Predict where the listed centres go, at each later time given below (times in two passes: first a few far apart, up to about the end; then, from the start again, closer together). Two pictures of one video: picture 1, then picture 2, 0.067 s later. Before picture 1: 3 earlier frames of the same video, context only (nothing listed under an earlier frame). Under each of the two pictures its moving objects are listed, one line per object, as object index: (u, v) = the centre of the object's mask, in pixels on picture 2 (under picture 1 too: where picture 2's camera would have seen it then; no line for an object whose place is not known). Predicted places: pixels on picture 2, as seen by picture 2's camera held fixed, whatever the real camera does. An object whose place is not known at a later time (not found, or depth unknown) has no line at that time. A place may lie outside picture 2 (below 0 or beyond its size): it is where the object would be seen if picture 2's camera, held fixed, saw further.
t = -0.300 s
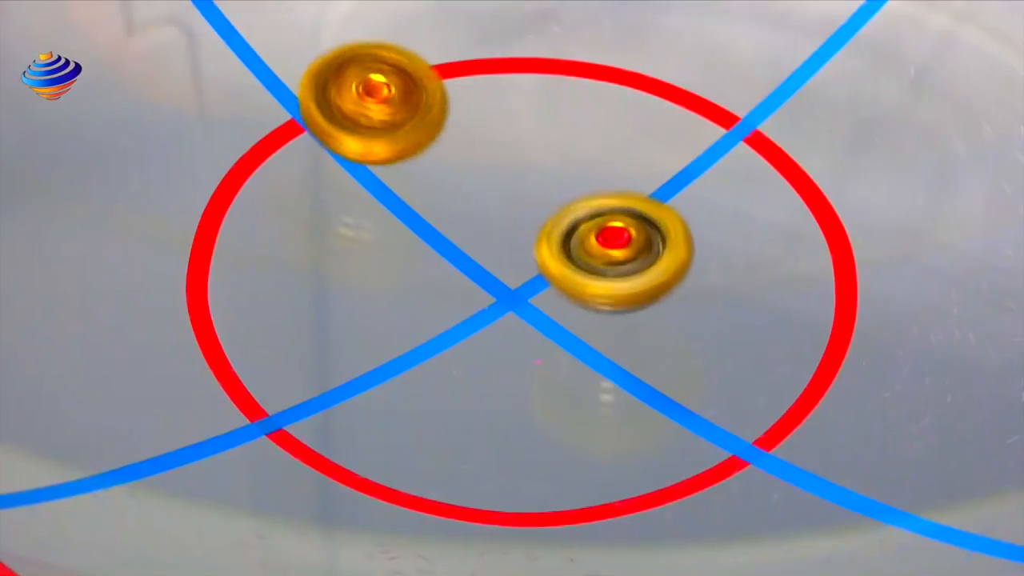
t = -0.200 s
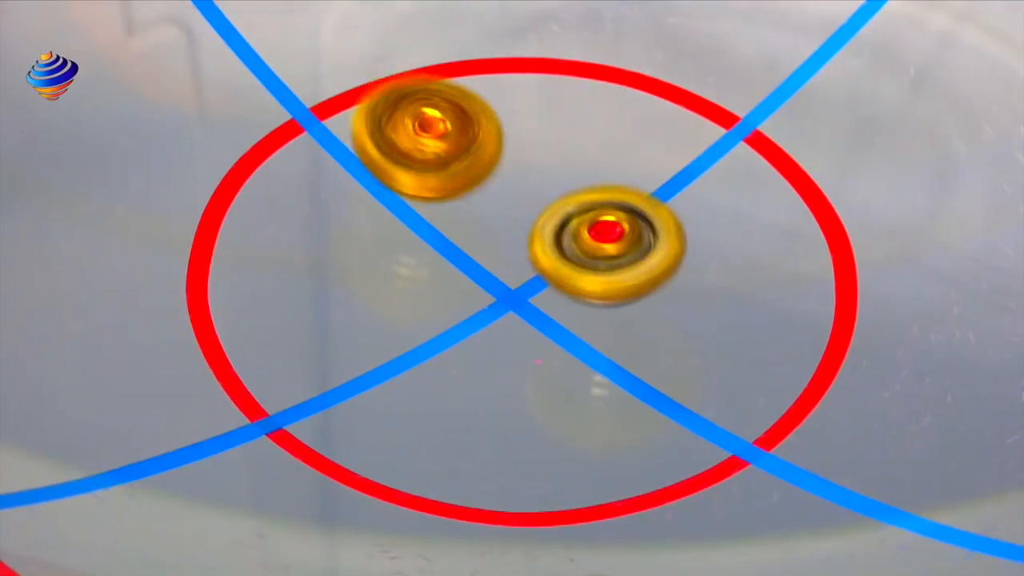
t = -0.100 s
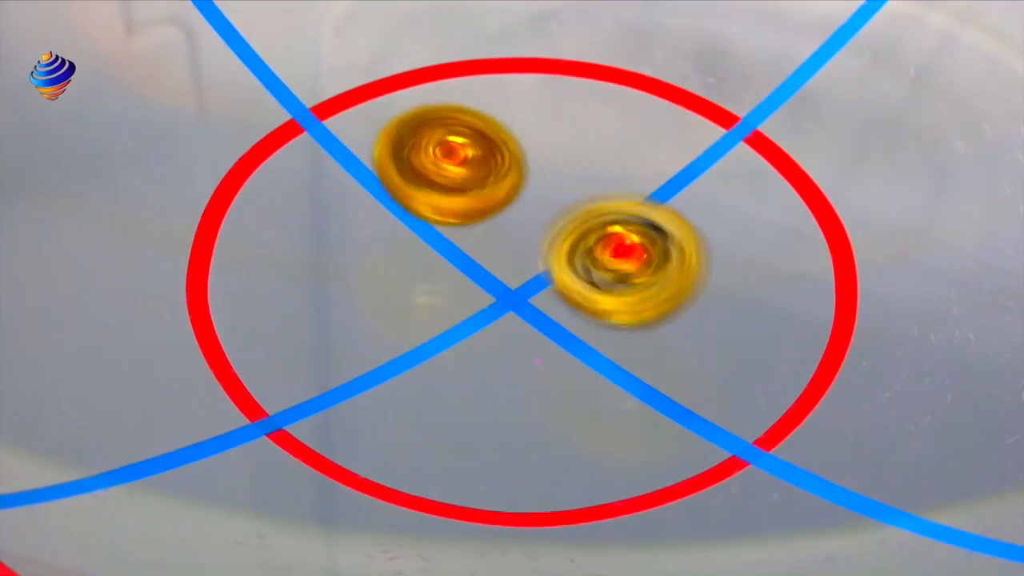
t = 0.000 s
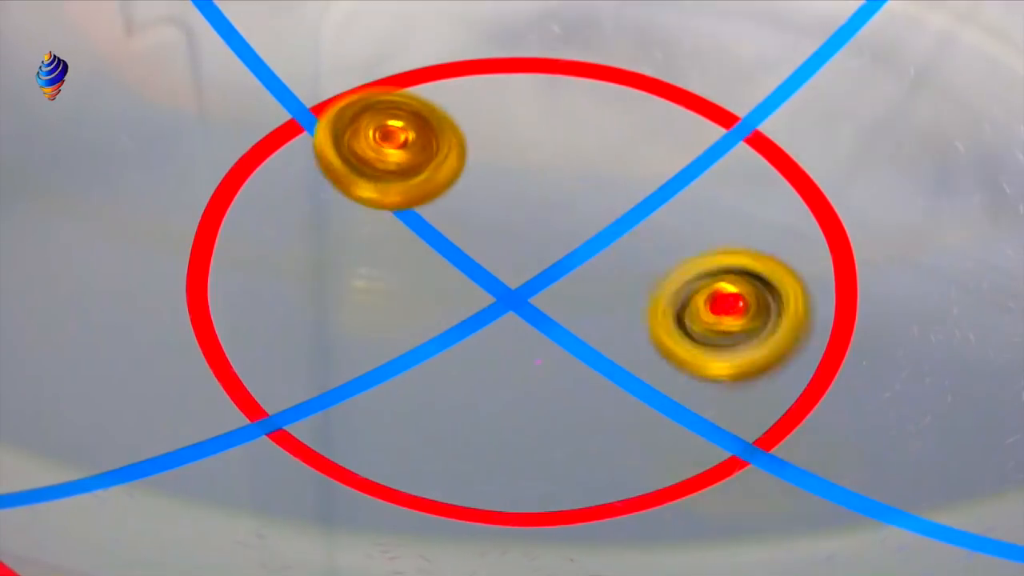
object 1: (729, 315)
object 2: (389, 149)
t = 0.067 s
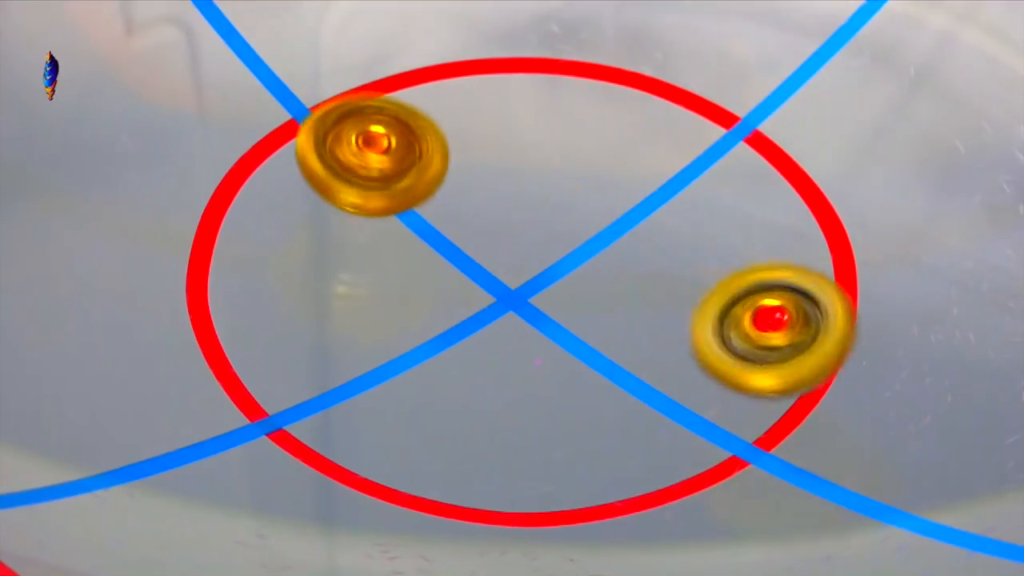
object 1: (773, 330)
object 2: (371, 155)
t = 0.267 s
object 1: (793, 319)
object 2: (396, 214)
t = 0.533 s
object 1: (653, 283)
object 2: (469, 292)
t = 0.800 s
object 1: (584, 277)
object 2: (419, 305)
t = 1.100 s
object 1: (583, 184)
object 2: (339, 286)
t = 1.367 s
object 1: (578, 101)
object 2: (379, 307)
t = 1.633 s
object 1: (513, 89)
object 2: (471, 318)
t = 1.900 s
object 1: (479, 214)
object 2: (628, 299)
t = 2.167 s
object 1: (548, 295)
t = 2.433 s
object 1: (546, 261)
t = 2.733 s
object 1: (347, 196)
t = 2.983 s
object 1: (306, 240)
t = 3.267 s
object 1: (506, 269)
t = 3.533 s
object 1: (675, 204)
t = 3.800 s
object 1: (612, 132)
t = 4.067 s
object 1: (459, 201)
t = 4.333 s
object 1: (439, 289)
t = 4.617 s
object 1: (486, 255)
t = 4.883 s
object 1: (372, 153)
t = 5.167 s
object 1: (357, 179)
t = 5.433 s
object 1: (473, 309)
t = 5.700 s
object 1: (670, 286)
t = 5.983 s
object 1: (629, 169)
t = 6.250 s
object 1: (441, 181)
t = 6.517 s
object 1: (400, 295)
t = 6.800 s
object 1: (563, 318)
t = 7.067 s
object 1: (625, 212)
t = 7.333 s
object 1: (587, 180)
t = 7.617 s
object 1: (493, 239)
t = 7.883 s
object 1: (640, 222)
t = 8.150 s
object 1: (656, 162)
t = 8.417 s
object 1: (553, 94)
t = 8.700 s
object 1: (392, 148)
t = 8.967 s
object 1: (345, 246)
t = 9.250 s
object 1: (301, 269)
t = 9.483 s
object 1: (442, 254)
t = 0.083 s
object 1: (780, 331)
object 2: (369, 158)
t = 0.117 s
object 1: (793, 333)
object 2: (368, 165)
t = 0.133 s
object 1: (797, 332)
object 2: (369, 170)
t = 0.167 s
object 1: (803, 331)
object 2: (372, 179)
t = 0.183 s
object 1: (802, 329)
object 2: (374, 185)
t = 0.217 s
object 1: (802, 326)
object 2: (381, 196)
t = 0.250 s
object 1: (797, 321)
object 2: (391, 208)
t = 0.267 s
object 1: (793, 319)
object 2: (396, 214)
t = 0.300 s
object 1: (782, 313)
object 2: (407, 225)
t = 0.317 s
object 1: (775, 311)
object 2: (414, 231)
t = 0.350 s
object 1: (760, 305)
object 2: (429, 243)
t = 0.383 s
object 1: (742, 299)
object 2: (442, 254)
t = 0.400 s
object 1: (731, 298)
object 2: (449, 259)
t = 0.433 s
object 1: (707, 294)
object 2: (463, 270)
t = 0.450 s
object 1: (693, 292)
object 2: (470, 274)
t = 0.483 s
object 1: (665, 289)
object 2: (485, 283)
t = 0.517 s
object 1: (651, 285)
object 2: (480, 289)
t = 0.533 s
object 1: (653, 283)
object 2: (469, 292)
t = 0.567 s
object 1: (653, 279)
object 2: (452, 297)
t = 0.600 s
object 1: (649, 278)
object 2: (436, 300)
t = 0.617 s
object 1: (647, 277)
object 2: (431, 302)
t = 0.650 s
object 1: (637, 276)
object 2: (421, 304)
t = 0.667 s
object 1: (633, 276)
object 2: (418, 305)
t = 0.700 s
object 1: (620, 276)
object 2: (414, 306)
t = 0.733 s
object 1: (609, 277)
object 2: (414, 307)
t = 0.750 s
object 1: (601, 277)
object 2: (417, 307)
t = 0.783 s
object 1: (588, 278)
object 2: (420, 306)
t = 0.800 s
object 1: (584, 277)
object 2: (419, 305)
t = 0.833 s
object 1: (603, 263)
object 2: (391, 311)
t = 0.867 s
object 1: (617, 250)
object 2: (368, 316)
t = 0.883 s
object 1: (621, 244)
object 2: (357, 317)
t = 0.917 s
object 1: (627, 231)
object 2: (342, 318)
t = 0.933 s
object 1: (627, 226)
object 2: (335, 317)
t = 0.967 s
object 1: (626, 215)
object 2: (328, 314)
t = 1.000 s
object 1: (619, 204)
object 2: (325, 309)
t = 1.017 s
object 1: (615, 201)
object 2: (324, 306)
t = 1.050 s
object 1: (604, 192)
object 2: (327, 299)
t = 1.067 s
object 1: (598, 190)
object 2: (330, 295)
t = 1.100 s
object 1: (583, 184)
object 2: (339, 286)
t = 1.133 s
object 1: (567, 181)
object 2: (355, 277)
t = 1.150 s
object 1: (558, 180)
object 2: (362, 272)
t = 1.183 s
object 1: (540, 179)
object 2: (384, 263)
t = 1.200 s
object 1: (530, 179)
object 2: (395, 259)
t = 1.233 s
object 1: (527, 171)
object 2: (401, 260)
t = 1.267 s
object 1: (548, 149)
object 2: (389, 274)
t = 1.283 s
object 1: (555, 140)
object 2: (384, 281)
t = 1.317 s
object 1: (568, 123)
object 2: (379, 292)
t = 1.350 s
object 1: (576, 107)
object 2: (380, 303)
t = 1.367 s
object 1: (578, 101)
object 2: (379, 307)
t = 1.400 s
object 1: (579, 90)
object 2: (385, 315)
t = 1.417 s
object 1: (578, 85)
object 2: (386, 318)
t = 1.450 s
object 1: (573, 78)
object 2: (396, 322)
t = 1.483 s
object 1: (565, 74)
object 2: (405, 325)
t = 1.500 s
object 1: (560, 72)
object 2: (412, 326)
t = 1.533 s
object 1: (549, 72)
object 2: (424, 326)
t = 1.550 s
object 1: (543, 73)
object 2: (432, 325)
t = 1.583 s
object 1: (531, 77)
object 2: (447, 323)
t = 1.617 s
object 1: (518, 83)
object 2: (463, 320)
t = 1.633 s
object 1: (513, 89)
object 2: (471, 318)
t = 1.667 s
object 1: (502, 101)
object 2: (488, 312)
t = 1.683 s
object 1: (498, 109)
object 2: (498, 310)
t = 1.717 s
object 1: (489, 125)
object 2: (515, 304)
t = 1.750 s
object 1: (484, 144)
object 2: (534, 297)
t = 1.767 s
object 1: (482, 155)
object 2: (541, 294)
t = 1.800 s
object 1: (482, 176)
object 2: (559, 288)
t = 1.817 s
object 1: (482, 185)
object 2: (569, 288)
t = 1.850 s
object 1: (479, 196)
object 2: (595, 293)
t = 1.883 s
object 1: (477, 207)
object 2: (617, 298)
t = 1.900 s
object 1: (479, 214)
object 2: (628, 299)
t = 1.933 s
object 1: (483, 229)
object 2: (645, 303)
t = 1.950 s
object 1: (488, 236)
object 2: (654, 304)
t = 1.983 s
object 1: (497, 250)
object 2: (667, 307)
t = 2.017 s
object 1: (510, 263)
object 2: (677, 309)
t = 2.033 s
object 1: (519, 269)
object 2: (682, 310)
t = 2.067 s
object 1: (531, 279)
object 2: (694, 312)
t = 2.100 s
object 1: (536, 286)
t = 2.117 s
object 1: (537, 288)
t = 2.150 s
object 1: (545, 293)
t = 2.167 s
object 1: (548, 295)
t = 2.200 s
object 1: (557, 297)
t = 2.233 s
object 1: (566, 298)
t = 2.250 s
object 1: (567, 297)
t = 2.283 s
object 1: (566, 294)
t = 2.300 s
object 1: (563, 291)
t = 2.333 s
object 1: (562, 284)
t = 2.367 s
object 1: (558, 278)
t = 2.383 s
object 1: (555, 273)
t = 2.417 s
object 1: (551, 266)
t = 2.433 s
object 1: (546, 261)
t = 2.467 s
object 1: (540, 253)
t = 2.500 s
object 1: (530, 246)
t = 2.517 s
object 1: (516, 239)
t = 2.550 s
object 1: (484, 226)
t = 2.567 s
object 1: (469, 222)
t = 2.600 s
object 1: (439, 211)
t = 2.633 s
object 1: (412, 204)
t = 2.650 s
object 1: (399, 202)
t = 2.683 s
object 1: (376, 198)
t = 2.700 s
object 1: (366, 197)
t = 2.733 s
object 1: (347, 196)
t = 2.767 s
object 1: (331, 197)
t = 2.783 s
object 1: (324, 199)
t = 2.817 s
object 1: (311, 203)
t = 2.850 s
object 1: (302, 208)
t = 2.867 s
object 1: (298, 211)
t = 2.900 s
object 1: (295, 218)
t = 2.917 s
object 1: (294, 222)
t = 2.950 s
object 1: (297, 231)
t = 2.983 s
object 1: (306, 240)
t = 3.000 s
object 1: (310, 244)
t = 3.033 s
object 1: (325, 252)
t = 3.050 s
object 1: (334, 256)
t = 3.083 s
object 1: (355, 262)
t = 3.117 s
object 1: (380, 266)
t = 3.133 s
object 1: (394, 267)
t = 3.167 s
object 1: (421, 268)
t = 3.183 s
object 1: (435, 268)
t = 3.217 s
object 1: (465, 264)
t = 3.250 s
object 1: (492, 267)
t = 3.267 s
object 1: (506, 269)
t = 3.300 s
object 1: (536, 270)
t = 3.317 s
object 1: (549, 270)
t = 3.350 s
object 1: (576, 266)
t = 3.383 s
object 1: (602, 258)
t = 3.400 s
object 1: (613, 254)
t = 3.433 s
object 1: (633, 243)
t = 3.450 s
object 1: (643, 238)
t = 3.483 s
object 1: (659, 225)
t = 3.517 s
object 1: (670, 211)
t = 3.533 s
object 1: (675, 204)
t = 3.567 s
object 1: (679, 191)
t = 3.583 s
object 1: (680, 184)
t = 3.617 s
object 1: (679, 171)
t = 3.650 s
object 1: (673, 160)
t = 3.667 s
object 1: (669, 155)
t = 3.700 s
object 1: (659, 146)
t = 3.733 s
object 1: (645, 139)
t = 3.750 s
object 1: (638, 136)
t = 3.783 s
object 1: (623, 133)
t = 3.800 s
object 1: (612, 132)
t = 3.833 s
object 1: (592, 132)
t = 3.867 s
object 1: (572, 135)
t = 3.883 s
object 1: (561, 138)
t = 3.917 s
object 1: (539, 144)
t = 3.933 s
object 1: (529, 149)
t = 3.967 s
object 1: (508, 161)
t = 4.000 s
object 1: (489, 174)
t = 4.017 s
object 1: (482, 182)
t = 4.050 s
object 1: (467, 196)
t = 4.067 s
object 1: (459, 201)
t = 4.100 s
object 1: (448, 212)
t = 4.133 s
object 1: (440, 224)
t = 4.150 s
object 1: (436, 231)
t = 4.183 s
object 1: (432, 245)
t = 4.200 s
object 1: (430, 251)
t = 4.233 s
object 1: (431, 265)
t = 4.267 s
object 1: (435, 279)
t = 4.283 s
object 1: (436, 282)
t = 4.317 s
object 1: (437, 287)
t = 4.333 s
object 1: (439, 289)
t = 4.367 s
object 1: (445, 293)
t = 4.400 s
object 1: (452, 296)
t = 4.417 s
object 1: (457, 297)
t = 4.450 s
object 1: (469, 298)
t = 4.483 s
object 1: (482, 297)
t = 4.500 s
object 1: (488, 296)
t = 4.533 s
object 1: (502, 292)
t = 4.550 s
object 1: (509, 290)
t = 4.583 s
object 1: (500, 274)
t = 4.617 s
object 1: (486, 255)
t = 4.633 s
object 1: (480, 246)
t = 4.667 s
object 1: (465, 230)
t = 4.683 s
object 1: (458, 222)
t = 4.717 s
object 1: (442, 205)
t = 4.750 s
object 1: (427, 192)
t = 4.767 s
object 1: (419, 185)
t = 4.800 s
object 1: (405, 174)
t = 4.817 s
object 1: (397, 168)
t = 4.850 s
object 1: (384, 159)
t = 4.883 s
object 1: (372, 153)
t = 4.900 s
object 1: (366, 151)
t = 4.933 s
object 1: (355, 147)
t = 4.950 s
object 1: (352, 146)
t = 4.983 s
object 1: (345, 146)
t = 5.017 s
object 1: (341, 147)
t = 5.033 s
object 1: (339, 149)
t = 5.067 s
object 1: (338, 154)
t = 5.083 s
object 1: (338, 156)
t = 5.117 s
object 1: (342, 164)
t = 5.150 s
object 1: (352, 174)
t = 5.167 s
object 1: (357, 179)
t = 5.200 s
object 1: (373, 189)
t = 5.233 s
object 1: (391, 198)
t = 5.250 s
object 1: (400, 204)
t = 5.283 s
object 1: (402, 228)
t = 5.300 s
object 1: (406, 240)
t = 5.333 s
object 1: (416, 263)
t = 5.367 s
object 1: (430, 282)
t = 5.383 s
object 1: (439, 290)
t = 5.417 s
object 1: (462, 304)
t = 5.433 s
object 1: (473, 309)
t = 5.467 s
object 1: (499, 318)
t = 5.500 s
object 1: (527, 322)
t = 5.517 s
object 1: (541, 324)
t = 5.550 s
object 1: (569, 324)
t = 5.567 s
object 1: (584, 323)
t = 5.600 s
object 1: (610, 318)
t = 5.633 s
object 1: (633, 310)
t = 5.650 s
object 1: (642, 305)
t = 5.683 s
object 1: (661, 293)
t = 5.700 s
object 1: (670, 286)
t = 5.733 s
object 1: (682, 272)
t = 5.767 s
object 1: (689, 257)
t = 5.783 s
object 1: (692, 250)
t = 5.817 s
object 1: (692, 234)
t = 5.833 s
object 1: (689, 226)
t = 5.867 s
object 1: (684, 210)
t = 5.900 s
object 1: (674, 196)
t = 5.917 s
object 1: (667, 190)
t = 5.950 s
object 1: (650, 179)
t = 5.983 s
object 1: (629, 169)
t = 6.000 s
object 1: (619, 165)
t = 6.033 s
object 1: (596, 159)
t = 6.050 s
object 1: (584, 156)
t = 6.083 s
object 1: (559, 155)
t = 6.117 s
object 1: (533, 155)
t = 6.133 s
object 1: (520, 156)
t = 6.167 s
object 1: (495, 160)
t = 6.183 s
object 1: (484, 163)
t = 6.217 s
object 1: (462, 170)
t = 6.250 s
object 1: (441, 181)
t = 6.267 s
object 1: (431, 186)
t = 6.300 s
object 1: (414, 198)
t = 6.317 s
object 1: (407, 205)
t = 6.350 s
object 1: (396, 218)
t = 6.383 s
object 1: (389, 233)
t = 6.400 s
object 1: (387, 242)
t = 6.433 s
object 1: (385, 258)
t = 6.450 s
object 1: (386, 265)
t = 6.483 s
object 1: (391, 281)
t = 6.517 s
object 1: (400, 295)
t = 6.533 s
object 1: (405, 301)
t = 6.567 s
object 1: (420, 312)
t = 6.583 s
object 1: (429, 318)
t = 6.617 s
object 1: (448, 325)
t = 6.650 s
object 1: (467, 330)
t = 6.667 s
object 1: (477, 331)
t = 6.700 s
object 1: (499, 332)
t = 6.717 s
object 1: (509, 331)
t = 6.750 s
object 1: (531, 328)
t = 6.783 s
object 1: (552, 322)
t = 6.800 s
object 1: (563, 318)
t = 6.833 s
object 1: (581, 308)
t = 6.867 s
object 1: (596, 297)
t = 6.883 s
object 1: (602, 289)
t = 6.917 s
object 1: (612, 274)
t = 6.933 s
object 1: (617, 267)
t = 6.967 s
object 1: (621, 250)
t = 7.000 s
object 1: (622, 234)
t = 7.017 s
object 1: (622, 225)
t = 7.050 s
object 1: (623, 214)
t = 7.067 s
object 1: (625, 212)
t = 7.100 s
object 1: (628, 206)
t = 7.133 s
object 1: (630, 201)
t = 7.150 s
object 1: (630, 198)
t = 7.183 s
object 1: (628, 192)
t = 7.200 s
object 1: (626, 190)
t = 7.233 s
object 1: (620, 186)
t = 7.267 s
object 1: (611, 183)
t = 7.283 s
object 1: (607, 181)
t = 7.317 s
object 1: (595, 180)
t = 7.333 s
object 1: (587, 180)
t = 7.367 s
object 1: (573, 182)
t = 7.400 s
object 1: (559, 185)
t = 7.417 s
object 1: (553, 187)
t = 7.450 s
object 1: (539, 193)
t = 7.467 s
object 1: (531, 197)
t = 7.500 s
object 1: (519, 205)
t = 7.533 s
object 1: (507, 214)
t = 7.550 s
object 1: (503, 220)
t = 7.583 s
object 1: (493, 230)
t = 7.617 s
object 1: (493, 239)
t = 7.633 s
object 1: (494, 244)
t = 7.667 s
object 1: (499, 251)
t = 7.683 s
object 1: (512, 253)
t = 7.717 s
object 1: (540, 252)
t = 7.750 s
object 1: (566, 249)
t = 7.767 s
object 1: (577, 246)
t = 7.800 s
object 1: (598, 240)
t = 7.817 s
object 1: (609, 238)
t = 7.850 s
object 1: (625, 230)
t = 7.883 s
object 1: (640, 222)
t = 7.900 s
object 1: (645, 219)
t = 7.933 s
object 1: (656, 211)
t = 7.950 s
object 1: (662, 206)
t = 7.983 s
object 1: (669, 198)
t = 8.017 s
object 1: (673, 189)
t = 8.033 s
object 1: (674, 185)
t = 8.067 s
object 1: (674, 178)
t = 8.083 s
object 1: (671, 174)
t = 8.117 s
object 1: (665, 168)
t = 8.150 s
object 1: (656, 162)
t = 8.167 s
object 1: (653, 155)
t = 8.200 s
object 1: (649, 137)
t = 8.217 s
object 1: (646, 130)
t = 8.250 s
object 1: (637, 116)
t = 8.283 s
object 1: (624, 105)
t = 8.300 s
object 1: (614, 101)
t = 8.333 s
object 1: (598, 95)
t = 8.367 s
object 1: (580, 93)
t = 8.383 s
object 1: (572, 92)
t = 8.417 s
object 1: (553, 94)
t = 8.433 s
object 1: (545, 96)
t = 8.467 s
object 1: (525, 98)
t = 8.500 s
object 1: (504, 101)
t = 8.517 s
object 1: (492, 102)
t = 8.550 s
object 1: (471, 107)
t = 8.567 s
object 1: (461, 108)
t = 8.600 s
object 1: (442, 116)
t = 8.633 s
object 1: (425, 127)
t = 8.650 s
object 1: (419, 133)
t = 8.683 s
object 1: (401, 142)
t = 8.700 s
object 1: (392, 148)
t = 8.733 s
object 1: (381, 158)
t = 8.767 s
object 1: (371, 170)
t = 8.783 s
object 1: (365, 177)
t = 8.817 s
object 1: (357, 192)
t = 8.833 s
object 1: (355, 197)
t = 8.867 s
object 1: (350, 210)
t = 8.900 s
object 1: (345, 221)
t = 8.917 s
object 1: (345, 228)
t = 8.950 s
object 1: (345, 239)
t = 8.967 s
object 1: (345, 246)
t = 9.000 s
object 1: (346, 256)
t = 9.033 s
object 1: (325, 256)
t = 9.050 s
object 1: (315, 256)
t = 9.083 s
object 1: (301, 257)
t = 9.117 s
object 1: (294, 259)
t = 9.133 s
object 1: (291, 260)
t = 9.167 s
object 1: (288, 261)
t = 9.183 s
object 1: (290, 264)
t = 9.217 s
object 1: (293, 267)
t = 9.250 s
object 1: (301, 269)
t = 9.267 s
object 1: (309, 271)
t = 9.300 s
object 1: (322, 273)
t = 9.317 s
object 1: (331, 275)
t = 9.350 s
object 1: (353, 274)
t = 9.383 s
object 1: (372, 271)
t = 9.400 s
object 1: (382, 270)
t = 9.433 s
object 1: (409, 266)
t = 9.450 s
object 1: (421, 261)
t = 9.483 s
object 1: (442, 254)
